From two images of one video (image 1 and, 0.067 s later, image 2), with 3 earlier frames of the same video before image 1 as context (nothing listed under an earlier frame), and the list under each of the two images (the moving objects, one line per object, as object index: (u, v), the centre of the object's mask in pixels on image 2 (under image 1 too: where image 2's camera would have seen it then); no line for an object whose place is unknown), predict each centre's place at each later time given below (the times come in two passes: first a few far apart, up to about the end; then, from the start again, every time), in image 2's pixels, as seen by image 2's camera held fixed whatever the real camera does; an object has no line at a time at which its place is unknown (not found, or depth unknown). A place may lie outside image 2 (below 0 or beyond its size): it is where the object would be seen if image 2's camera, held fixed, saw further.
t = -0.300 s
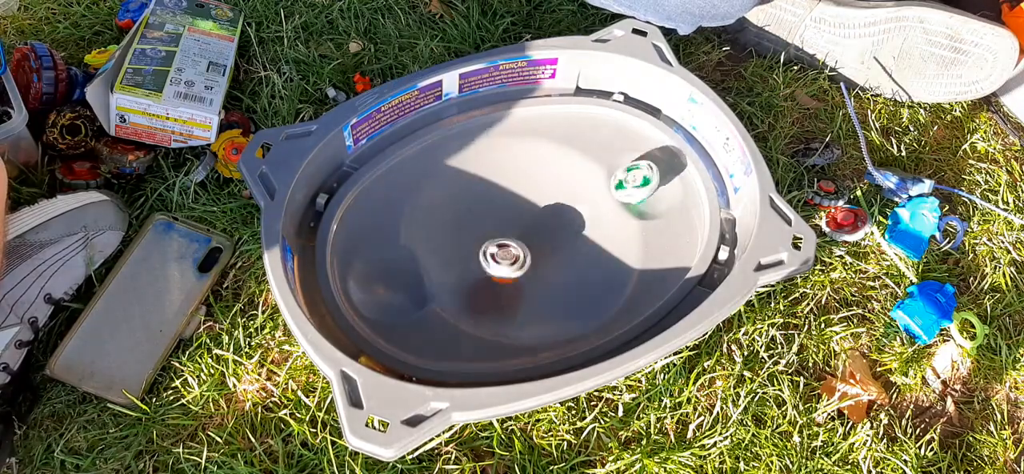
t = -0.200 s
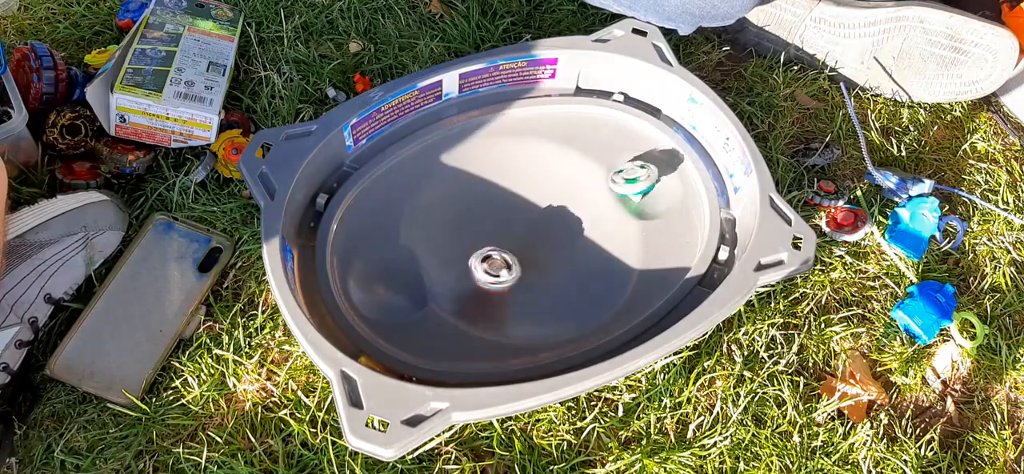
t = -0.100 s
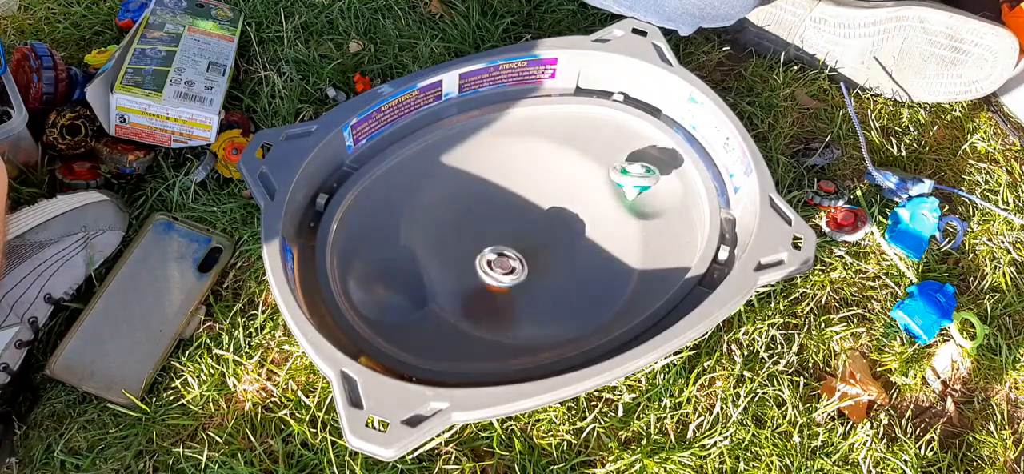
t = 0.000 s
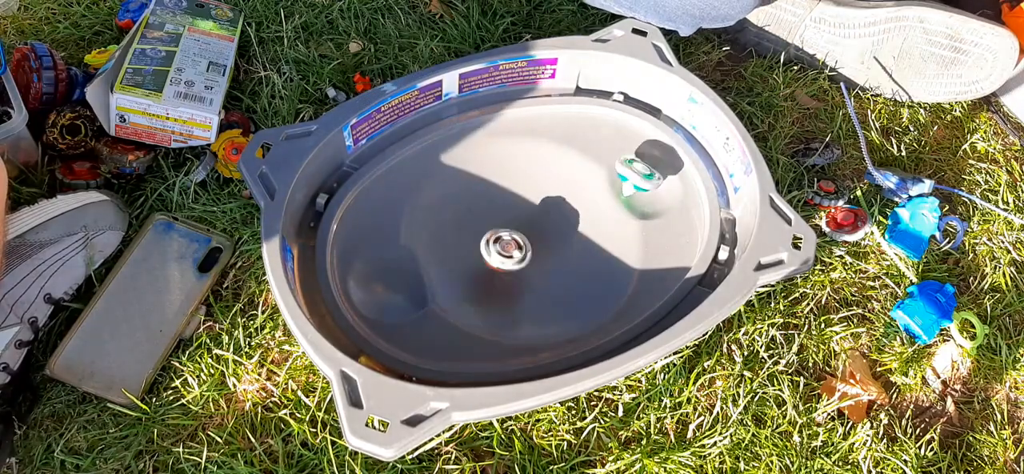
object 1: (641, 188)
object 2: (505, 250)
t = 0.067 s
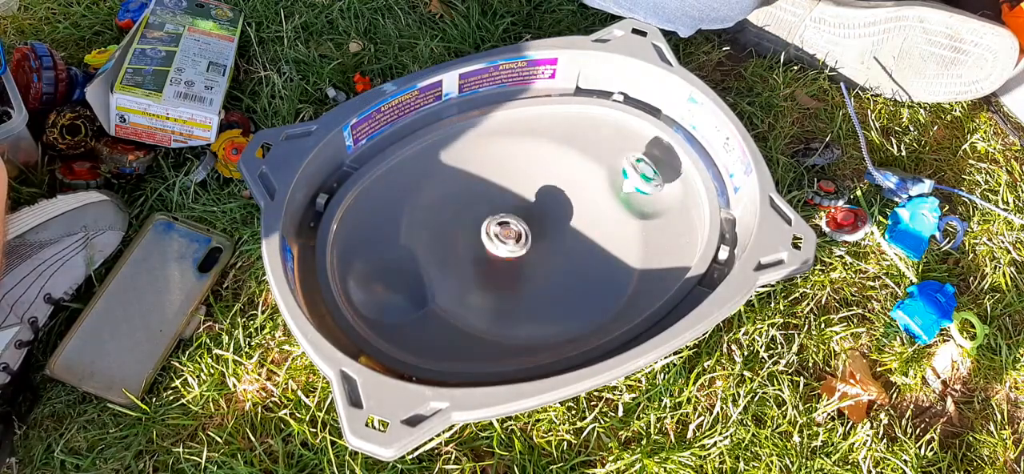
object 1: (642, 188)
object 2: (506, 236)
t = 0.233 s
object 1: (646, 188)
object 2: (503, 203)
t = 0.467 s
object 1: (643, 190)
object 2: (501, 196)
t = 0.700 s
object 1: (636, 189)
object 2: (544, 227)
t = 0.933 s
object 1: (625, 191)
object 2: (580, 235)
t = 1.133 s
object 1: (599, 185)
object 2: (545, 235)
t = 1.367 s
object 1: (522, 211)
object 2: (489, 255)
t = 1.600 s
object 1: (512, 228)
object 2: (467, 259)
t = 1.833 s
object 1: (538, 247)
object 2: (474, 218)
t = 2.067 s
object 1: (524, 253)
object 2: (500, 190)
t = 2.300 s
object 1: (497, 235)
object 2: (544, 199)
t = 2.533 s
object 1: (503, 215)
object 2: (563, 234)
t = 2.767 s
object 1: (503, 227)
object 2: (539, 265)
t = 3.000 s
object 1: (509, 213)
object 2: (490, 264)
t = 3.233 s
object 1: (521, 213)
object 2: (463, 245)
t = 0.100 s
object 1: (642, 187)
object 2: (505, 229)
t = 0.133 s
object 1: (643, 187)
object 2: (505, 222)
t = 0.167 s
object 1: (645, 188)
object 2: (504, 215)
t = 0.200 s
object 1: (645, 188)
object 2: (504, 209)
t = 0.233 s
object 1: (646, 188)
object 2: (503, 203)
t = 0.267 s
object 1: (647, 188)
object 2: (501, 197)
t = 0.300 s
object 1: (647, 189)
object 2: (500, 192)
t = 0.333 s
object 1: (647, 189)
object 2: (498, 189)
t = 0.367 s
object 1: (646, 190)
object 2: (498, 188)
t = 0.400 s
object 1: (646, 190)
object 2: (498, 190)
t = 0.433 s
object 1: (645, 190)
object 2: (499, 191)
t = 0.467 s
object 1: (643, 190)
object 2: (501, 196)
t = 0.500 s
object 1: (642, 190)
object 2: (505, 201)
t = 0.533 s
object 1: (641, 191)
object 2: (511, 206)
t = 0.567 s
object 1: (638, 191)
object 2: (517, 212)
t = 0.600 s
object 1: (638, 190)
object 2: (524, 216)
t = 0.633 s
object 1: (637, 191)
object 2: (530, 220)
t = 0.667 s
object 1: (637, 190)
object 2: (537, 224)
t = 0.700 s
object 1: (636, 189)
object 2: (544, 227)
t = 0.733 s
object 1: (634, 190)
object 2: (550, 230)
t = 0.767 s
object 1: (635, 188)
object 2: (557, 233)
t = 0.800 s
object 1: (634, 190)
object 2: (564, 236)
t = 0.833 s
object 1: (633, 190)
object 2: (570, 237)
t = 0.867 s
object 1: (623, 190)
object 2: (576, 238)
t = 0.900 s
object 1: (623, 192)
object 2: (579, 237)
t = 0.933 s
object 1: (625, 191)
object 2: (580, 235)
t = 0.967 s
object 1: (627, 192)
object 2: (579, 234)
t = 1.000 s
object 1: (626, 191)
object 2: (575, 233)
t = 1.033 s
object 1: (621, 185)
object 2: (569, 232)
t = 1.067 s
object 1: (617, 182)
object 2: (561, 232)
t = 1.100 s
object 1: (609, 185)
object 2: (552, 233)
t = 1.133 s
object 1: (599, 185)
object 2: (545, 235)
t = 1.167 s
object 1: (585, 189)
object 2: (536, 237)
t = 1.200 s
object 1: (571, 195)
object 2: (529, 238)
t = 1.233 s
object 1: (551, 201)
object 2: (521, 240)
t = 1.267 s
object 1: (537, 206)
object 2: (513, 242)
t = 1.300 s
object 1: (527, 209)
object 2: (503, 247)
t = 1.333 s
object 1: (523, 210)
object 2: (495, 253)
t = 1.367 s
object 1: (522, 211)
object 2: (489, 255)
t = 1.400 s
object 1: (523, 213)
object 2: (484, 257)
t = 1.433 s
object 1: (523, 216)
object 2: (479, 259)
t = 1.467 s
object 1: (523, 220)
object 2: (475, 259)
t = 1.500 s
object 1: (520, 224)
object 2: (470, 260)
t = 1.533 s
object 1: (517, 226)
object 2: (466, 260)
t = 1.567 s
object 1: (513, 228)
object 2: (465, 259)
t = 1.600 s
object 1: (512, 228)
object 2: (467, 259)
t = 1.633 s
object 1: (511, 231)
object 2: (469, 255)
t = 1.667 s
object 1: (513, 229)
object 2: (473, 251)
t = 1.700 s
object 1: (515, 231)
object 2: (477, 246)
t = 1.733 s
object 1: (517, 232)
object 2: (478, 238)
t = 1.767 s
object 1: (525, 237)
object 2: (475, 230)
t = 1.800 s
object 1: (533, 244)
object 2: (474, 223)
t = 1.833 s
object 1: (538, 247)
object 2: (474, 218)
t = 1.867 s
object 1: (542, 253)
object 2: (475, 213)
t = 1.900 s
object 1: (542, 255)
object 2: (477, 208)
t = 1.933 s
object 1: (540, 256)
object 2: (480, 203)
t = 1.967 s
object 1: (538, 252)
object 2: (484, 199)
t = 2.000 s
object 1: (535, 254)
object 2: (489, 195)
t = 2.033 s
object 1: (530, 253)
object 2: (494, 192)
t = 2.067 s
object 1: (524, 253)
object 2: (500, 190)
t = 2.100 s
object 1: (518, 250)
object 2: (506, 189)
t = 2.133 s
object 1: (514, 250)
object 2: (513, 189)
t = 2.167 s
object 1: (508, 247)
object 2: (520, 189)
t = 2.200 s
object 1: (504, 246)
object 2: (527, 192)
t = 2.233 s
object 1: (500, 240)
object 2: (532, 193)
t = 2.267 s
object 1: (497, 238)
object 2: (539, 196)
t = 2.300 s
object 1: (497, 235)
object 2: (544, 199)
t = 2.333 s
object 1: (498, 231)
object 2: (549, 203)
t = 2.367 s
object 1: (499, 228)
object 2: (553, 207)
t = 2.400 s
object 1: (501, 226)
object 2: (557, 212)
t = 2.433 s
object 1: (503, 223)
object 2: (560, 218)
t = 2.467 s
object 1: (504, 220)
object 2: (561, 223)
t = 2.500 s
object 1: (504, 217)
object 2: (563, 228)
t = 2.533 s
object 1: (503, 215)
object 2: (563, 234)
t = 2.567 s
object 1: (503, 214)
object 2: (563, 240)
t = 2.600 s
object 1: (503, 215)
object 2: (561, 245)
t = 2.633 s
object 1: (505, 217)
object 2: (559, 250)
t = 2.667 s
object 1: (506, 220)
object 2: (555, 255)
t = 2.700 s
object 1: (505, 223)
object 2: (550, 259)
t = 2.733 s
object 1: (505, 226)
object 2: (545, 262)
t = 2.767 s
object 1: (503, 227)
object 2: (539, 265)
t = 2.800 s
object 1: (503, 228)
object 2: (533, 266)
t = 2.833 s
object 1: (502, 227)
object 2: (526, 267)
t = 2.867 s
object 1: (503, 226)
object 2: (520, 266)
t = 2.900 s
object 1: (505, 224)
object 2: (513, 265)
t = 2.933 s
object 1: (505, 222)
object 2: (506, 263)
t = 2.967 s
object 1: (506, 220)
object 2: (499, 262)
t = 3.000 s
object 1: (509, 213)
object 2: (490, 264)
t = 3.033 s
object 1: (512, 208)
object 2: (483, 264)
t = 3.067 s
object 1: (514, 206)
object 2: (478, 264)
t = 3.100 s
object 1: (515, 207)
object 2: (474, 262)
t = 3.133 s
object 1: (515, 209)
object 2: (469, 259)
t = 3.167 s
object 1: (516, 210)
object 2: (466, 255)
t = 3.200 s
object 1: (518, 211)
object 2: (463, 250)
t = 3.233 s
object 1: (521, 213)
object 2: (463, 245)
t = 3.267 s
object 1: (524, 215)
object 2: (464, 240)
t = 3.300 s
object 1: (526, 218)
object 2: (466, 236)
